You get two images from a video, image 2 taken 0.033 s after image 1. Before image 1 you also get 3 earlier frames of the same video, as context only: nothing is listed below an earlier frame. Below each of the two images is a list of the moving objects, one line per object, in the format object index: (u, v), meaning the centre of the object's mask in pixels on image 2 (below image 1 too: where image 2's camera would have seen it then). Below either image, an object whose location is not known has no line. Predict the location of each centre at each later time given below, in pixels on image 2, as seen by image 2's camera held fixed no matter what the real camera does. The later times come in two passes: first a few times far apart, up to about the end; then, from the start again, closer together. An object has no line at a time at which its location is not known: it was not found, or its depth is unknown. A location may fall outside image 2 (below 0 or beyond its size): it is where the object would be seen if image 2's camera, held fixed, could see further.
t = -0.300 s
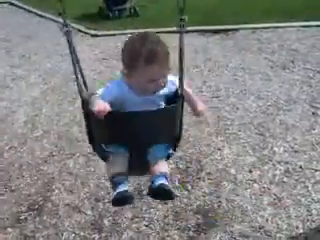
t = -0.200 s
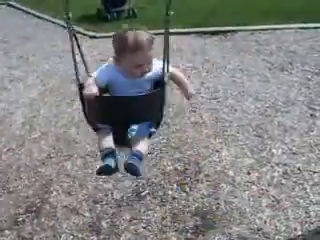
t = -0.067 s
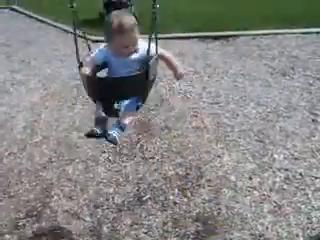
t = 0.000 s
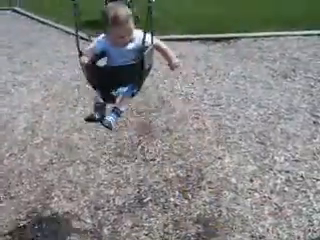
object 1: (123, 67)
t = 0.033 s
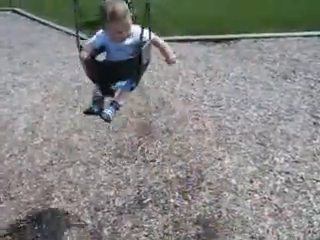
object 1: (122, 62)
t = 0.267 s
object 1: (110, 36)
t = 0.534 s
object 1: (111, 26)
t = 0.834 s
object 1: (112, 56)
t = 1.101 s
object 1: (106, 100)
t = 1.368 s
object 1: (117, 147)
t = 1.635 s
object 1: (121, 184)
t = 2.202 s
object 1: (131, 138)
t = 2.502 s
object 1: (114, 87)
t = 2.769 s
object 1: (111, 46)
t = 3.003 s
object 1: (109, 36)
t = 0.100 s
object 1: (117, 52)
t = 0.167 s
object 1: (114, 45)
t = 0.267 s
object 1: (110, 36)
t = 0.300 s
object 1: (109, 35)
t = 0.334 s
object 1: (106, 29)
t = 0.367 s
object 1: (107, 28)
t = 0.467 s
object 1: (110, 26)
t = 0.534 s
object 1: (111, 26)
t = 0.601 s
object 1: (112, 29)
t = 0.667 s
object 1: (114, 35)
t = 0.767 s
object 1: (112, 45)
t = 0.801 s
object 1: (112, 50)
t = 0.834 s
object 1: (112, 56)
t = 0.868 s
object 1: (113, 60)
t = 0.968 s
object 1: (110, 75)
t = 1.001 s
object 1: (107, 82)
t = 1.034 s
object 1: (106, 88)
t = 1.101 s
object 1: (106, 100)
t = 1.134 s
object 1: (106, 106)
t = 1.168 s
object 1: (106, 112)
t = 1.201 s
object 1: (108, 118)
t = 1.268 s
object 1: (113, 128)
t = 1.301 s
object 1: (114, 135)
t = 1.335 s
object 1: (116, 141)
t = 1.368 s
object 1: (117, 147)
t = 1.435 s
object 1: (115, 156)
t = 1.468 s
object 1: (115, 162)
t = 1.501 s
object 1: (115, 167)
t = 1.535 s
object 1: (117, 172)
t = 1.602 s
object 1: (120, 182)
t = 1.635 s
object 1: (121, 184)
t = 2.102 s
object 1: (126, 159)
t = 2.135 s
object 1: (126, 153)
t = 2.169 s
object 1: (126, 147)
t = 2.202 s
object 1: (131, 138)
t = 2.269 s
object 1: (125, 128)
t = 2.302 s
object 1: (124, 122)
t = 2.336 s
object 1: (122, 116)
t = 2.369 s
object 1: (119, 110)
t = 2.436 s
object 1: (115, 99)
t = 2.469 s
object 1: (114, 93)
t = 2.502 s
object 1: (114, 87)
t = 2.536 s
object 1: (111, 81)
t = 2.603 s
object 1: (111, 69)
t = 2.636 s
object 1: (113, 63)
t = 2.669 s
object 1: (112, 57)
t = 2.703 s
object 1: (112, 53)
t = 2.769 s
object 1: (111, 46)
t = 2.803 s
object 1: (117, 46)
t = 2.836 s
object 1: (116, 43)
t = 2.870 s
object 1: (112, 39)
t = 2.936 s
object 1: (110, 37)
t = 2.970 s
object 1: (109, 36)
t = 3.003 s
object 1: (109, 36)
